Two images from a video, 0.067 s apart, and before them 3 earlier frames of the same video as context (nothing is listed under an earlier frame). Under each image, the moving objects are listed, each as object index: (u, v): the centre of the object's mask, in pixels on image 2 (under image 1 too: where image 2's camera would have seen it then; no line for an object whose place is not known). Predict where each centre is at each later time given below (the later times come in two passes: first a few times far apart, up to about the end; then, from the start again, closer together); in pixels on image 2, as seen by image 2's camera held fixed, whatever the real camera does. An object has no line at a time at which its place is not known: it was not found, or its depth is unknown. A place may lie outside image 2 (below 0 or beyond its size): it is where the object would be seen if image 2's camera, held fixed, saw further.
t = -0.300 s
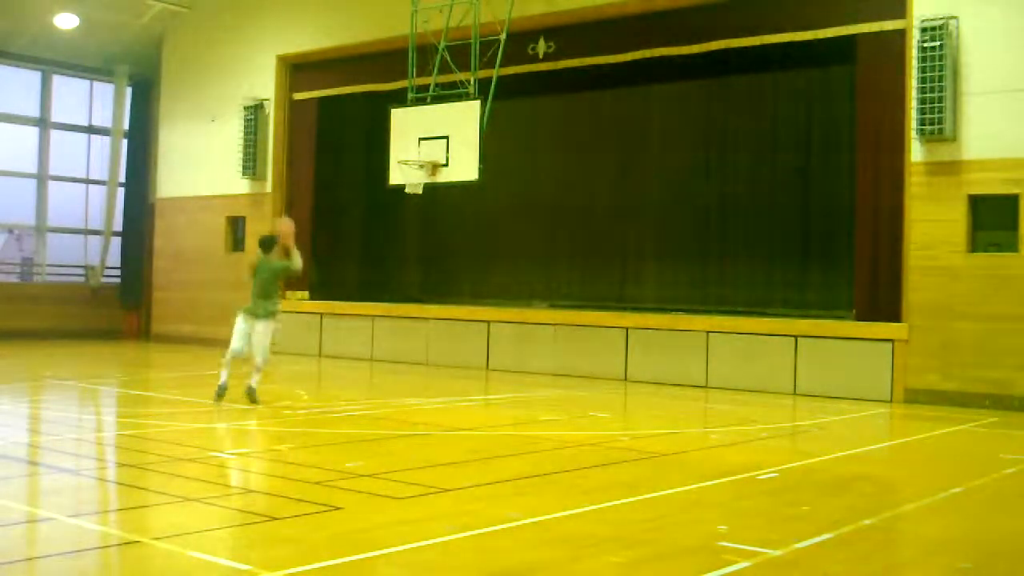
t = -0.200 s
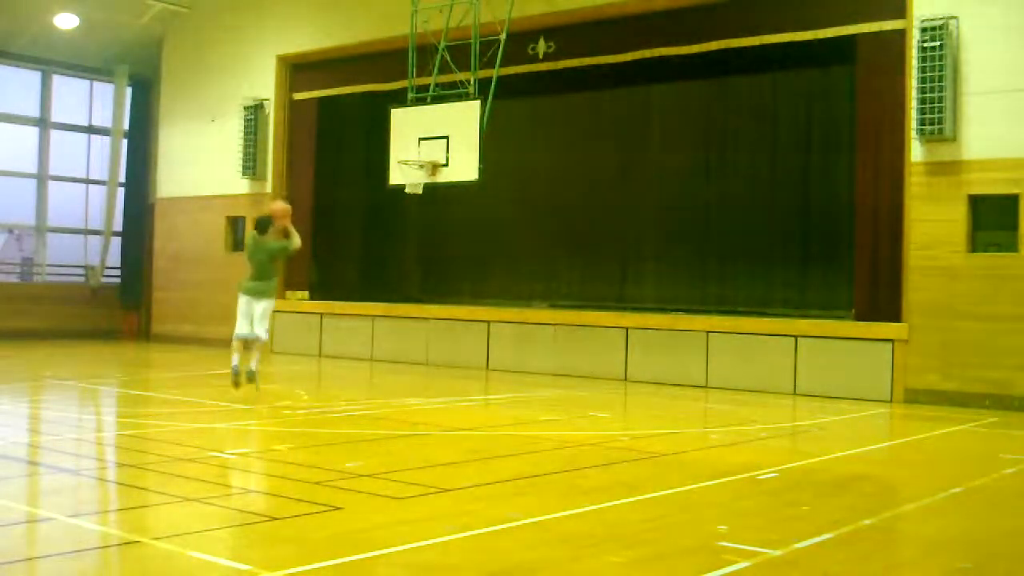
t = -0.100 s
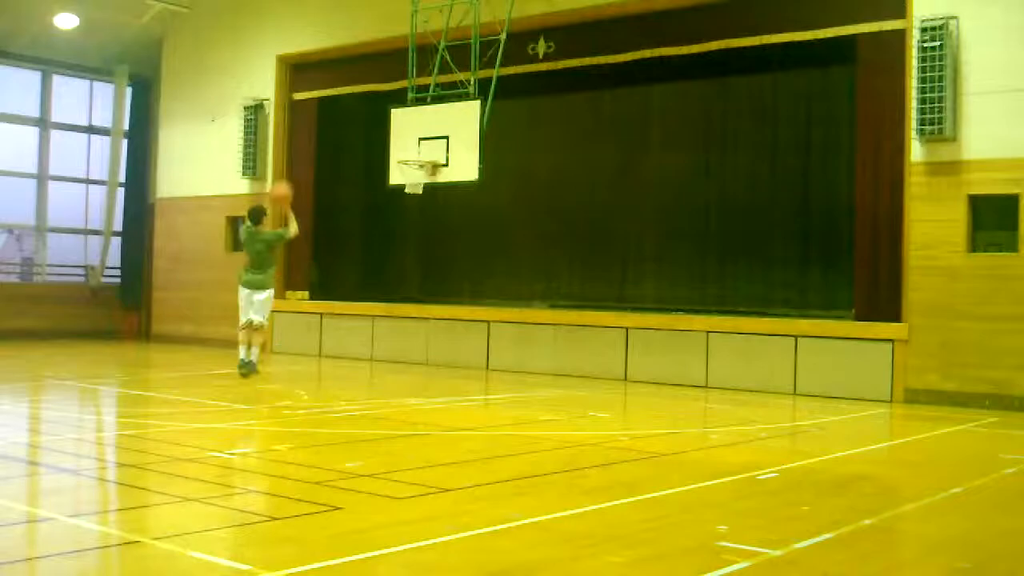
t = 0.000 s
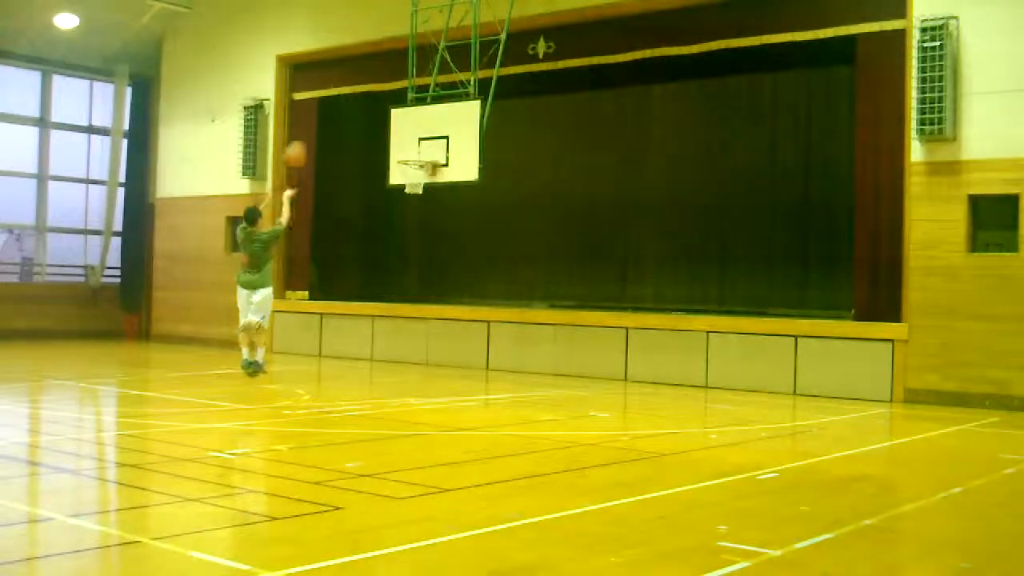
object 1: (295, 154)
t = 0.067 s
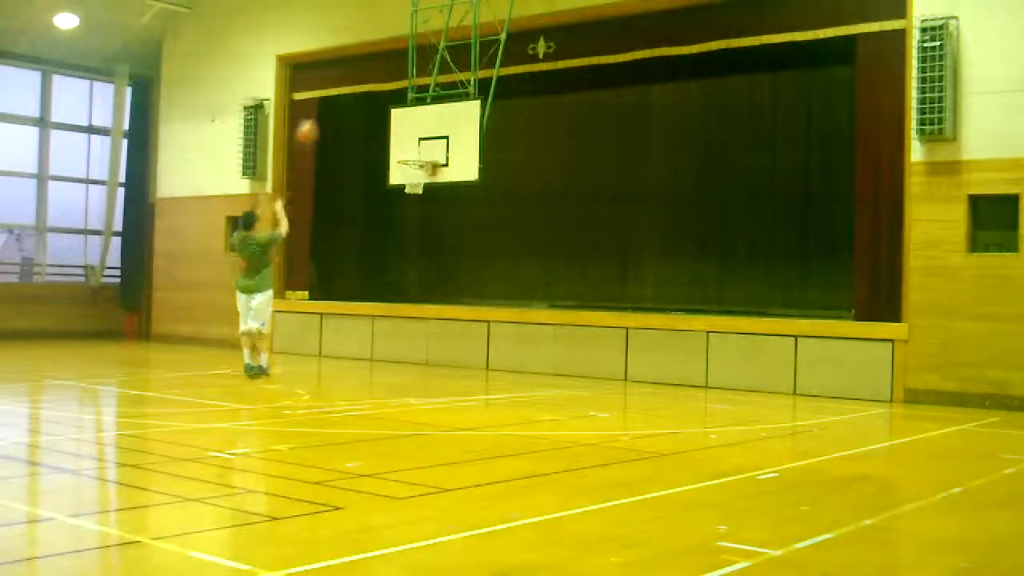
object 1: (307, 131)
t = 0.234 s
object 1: (332, 96)
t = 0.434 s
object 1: (360, 83)
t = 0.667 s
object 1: (386, 106)
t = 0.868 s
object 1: (405, 151)
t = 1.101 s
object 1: (409, 144)
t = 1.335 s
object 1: (401, 158)
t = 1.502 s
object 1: (386, 184)
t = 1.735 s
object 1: (364, 251)
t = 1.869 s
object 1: (352, 303)
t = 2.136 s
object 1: (333, 321)
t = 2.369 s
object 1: (315, 260)
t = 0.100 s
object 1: (312, 123)
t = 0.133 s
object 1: (318, 114)
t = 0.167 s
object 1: (322, 107)
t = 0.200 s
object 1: (327, 101)
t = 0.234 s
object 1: (332, 96)
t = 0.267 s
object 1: (338, 91)
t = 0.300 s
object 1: (342, 88)
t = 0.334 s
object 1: (347, 85)
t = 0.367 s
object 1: (350, 84)
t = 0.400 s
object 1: (355, 83)
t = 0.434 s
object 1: (360, 83)
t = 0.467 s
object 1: (364, 84)
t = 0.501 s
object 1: (368, 86)
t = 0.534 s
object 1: (371, 89)
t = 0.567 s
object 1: (375, 92)
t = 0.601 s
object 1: (379, 97)
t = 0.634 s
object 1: (382, 101)
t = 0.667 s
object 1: (386, 106)
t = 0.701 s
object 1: (388, 113)
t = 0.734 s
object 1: (392, 120)
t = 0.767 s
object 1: (397, 129)
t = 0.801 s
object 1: (399, 136)
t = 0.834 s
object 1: (403, 145)
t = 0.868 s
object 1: (405, 151)
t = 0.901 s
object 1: (406, 148)
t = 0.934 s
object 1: (407, 146)
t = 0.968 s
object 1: (408, 144)
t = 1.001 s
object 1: (408, 143)
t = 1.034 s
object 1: (409, 143)
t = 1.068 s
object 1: (409, 143)
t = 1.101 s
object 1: (409, 144)
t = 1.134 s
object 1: (410, 146)
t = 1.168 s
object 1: (411, 148)
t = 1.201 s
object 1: (412, 152)
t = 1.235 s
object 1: (411, 153)
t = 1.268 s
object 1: (407, 154)
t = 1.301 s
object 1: (405, 156)
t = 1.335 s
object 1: (401, 158)
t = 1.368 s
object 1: (398, 160)
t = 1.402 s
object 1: (395, 165)
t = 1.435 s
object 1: (391, 171)
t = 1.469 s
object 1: (389, 178)
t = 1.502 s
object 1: (386, 184)
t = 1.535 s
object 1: (383, 190)
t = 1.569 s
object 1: (380, 198)
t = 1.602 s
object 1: (376, 207)
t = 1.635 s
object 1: (373, 217)
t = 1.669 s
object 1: (370, 228)
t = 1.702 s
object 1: (367, 238)
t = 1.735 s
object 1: (364, 251)
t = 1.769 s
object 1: (361, 263)
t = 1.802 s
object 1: (358, 276)
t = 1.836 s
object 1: (355, 290)
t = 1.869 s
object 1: (352, 303)
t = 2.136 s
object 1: (333, 321)
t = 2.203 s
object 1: (326, 295)
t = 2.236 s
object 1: (324, 288)
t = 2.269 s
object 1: (322, 280)
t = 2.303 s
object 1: (320, 272)
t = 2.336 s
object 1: (318, 265)
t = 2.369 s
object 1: (315, 260)
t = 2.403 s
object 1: (313, 255)
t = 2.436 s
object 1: (311, 250)
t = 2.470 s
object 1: (309, 247)
